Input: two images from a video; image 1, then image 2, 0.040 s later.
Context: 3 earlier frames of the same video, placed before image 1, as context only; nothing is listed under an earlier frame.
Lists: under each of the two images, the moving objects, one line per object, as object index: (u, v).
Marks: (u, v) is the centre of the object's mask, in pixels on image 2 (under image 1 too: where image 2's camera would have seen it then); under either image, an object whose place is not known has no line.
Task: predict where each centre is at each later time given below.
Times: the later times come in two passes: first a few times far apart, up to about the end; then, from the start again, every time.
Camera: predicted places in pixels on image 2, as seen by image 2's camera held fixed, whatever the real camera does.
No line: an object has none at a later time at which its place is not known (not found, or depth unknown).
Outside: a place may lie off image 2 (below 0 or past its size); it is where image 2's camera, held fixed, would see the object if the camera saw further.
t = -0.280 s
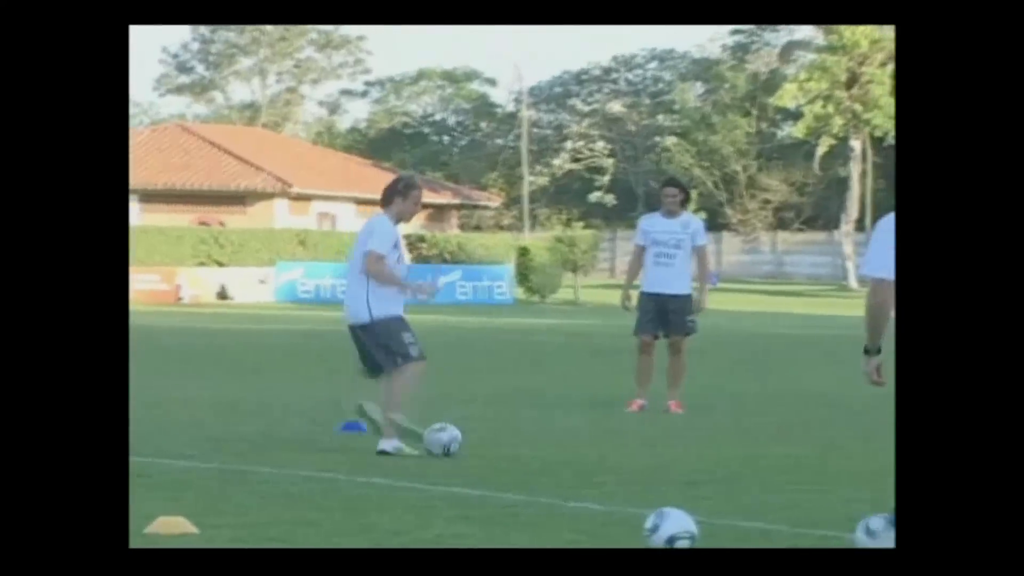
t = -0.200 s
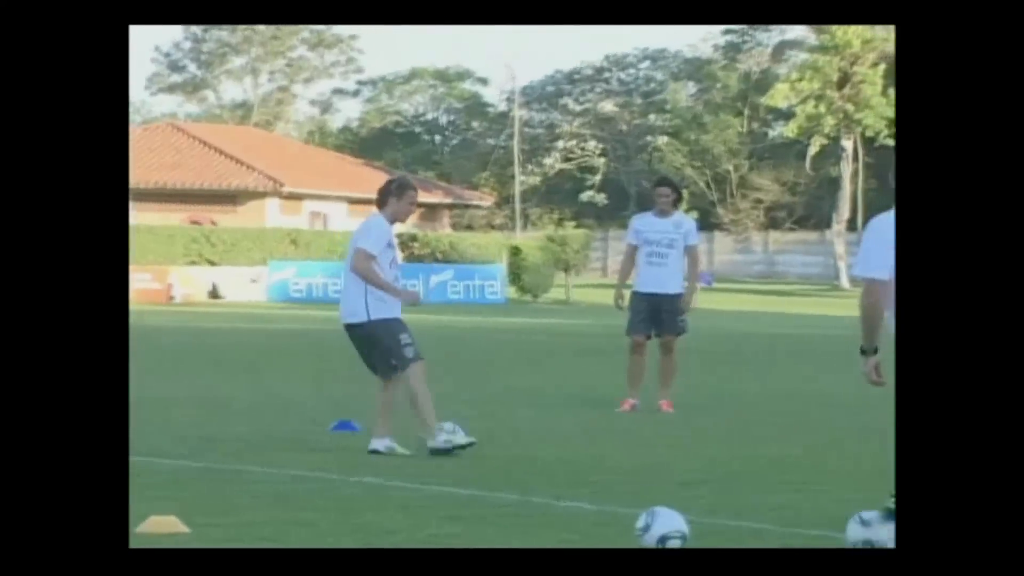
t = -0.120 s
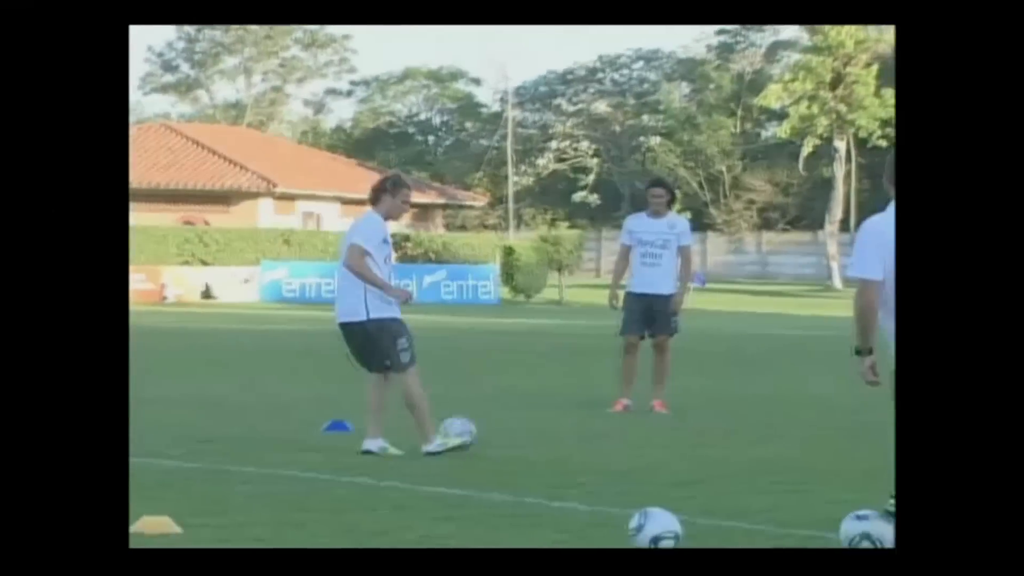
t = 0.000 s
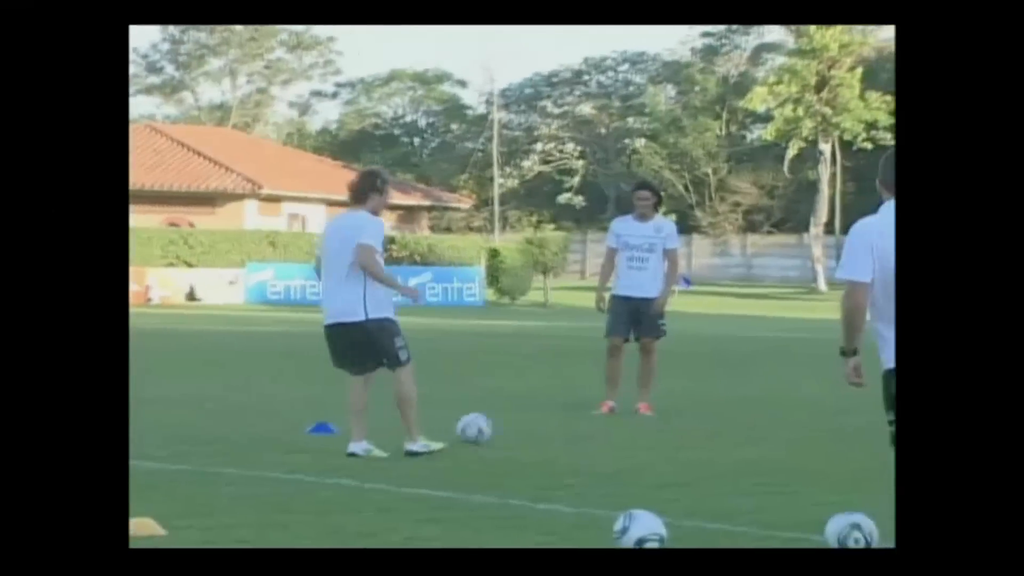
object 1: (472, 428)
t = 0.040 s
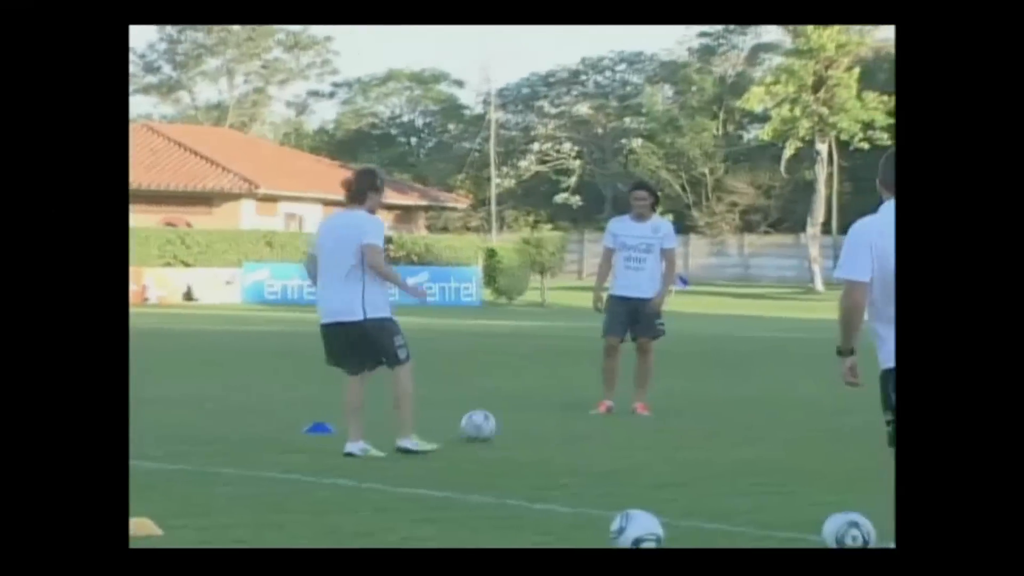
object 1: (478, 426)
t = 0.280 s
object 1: (520, 417)
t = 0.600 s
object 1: (562, 409)
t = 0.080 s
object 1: (484, 424)
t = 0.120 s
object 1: (494, 423)
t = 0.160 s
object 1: (503, 420)
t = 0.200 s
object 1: (509, 418)
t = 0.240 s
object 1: (514, 417)
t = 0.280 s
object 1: (520, 417)
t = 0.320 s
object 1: (527, 416)
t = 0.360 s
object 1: (535, 413)
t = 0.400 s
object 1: (539, 413)
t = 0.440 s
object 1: (543, 413)
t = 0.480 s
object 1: (548, 413)
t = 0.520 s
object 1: (554, 411)
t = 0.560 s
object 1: (557, 411)
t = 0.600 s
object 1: (562, 409)
